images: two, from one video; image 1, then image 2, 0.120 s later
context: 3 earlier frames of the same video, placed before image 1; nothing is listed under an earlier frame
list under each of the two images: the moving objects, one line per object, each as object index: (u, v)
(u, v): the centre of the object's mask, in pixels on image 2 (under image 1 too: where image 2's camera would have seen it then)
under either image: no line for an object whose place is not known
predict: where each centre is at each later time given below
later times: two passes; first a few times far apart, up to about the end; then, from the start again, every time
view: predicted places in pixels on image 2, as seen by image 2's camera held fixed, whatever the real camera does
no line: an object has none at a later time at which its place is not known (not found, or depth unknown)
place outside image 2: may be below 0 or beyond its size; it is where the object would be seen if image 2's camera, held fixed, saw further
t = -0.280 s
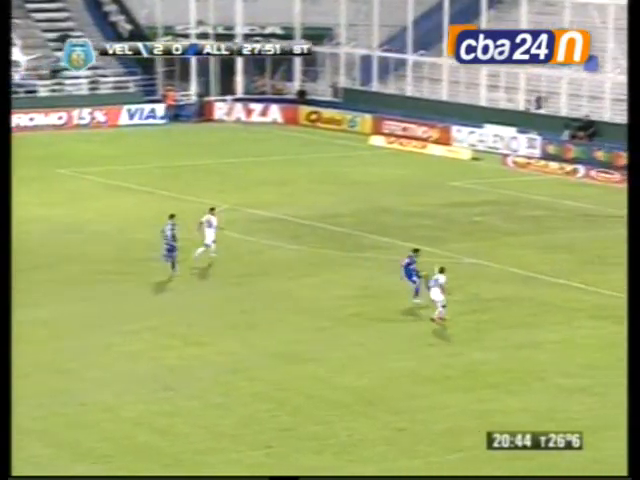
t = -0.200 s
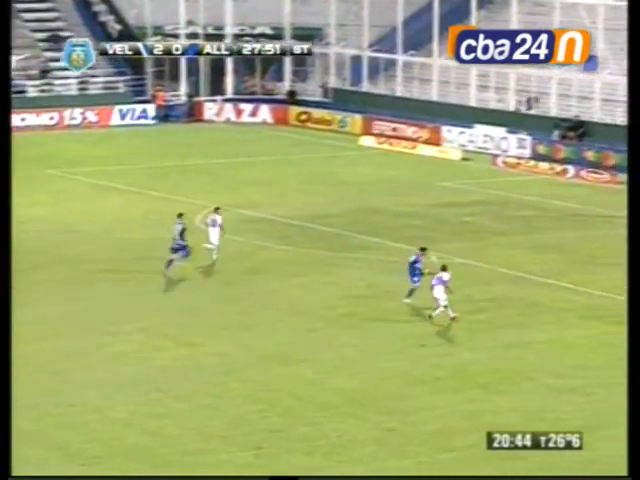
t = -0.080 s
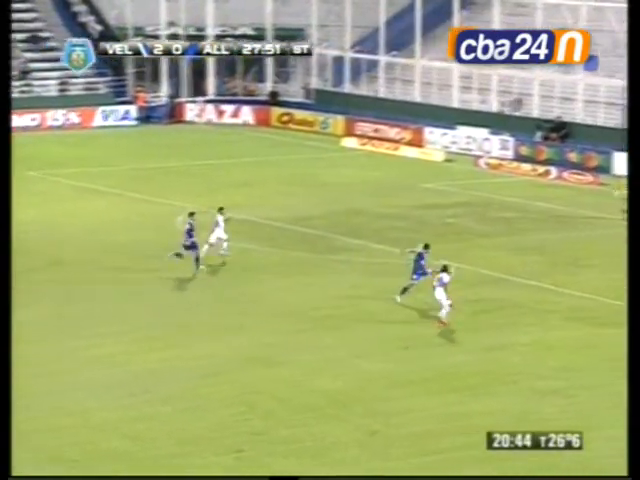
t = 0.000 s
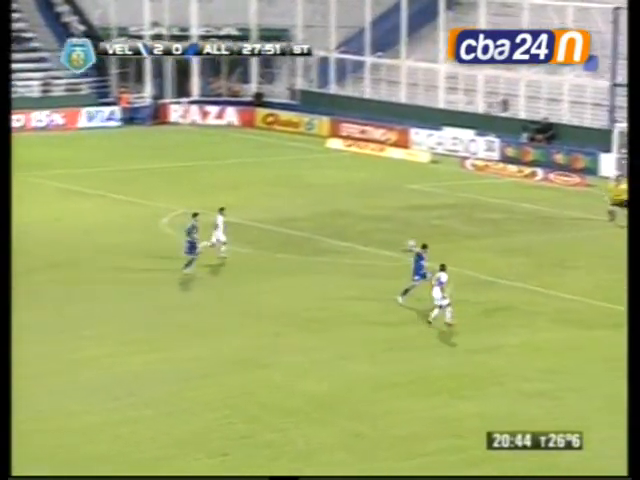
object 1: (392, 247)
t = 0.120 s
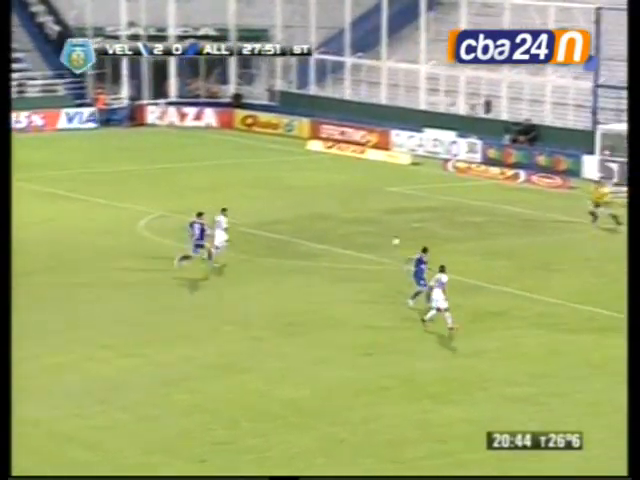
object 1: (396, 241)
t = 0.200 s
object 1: (398, 241)
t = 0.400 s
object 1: (400, 248)
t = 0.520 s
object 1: (401, 246)
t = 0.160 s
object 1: (397, 241)
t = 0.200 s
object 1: (398, 241)
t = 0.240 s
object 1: (399, 242)
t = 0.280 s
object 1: (399, 243)
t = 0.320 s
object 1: (400, 244)
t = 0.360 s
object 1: (400, 246)
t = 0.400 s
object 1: (400, 248)
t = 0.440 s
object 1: (401, 251)
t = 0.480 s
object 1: (400, 252)
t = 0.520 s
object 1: (401, 246)
